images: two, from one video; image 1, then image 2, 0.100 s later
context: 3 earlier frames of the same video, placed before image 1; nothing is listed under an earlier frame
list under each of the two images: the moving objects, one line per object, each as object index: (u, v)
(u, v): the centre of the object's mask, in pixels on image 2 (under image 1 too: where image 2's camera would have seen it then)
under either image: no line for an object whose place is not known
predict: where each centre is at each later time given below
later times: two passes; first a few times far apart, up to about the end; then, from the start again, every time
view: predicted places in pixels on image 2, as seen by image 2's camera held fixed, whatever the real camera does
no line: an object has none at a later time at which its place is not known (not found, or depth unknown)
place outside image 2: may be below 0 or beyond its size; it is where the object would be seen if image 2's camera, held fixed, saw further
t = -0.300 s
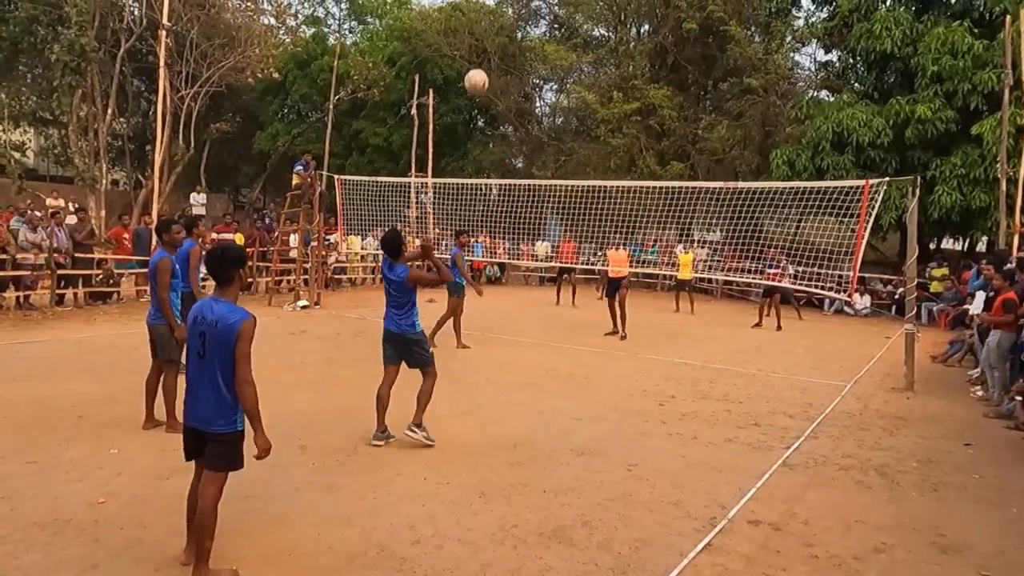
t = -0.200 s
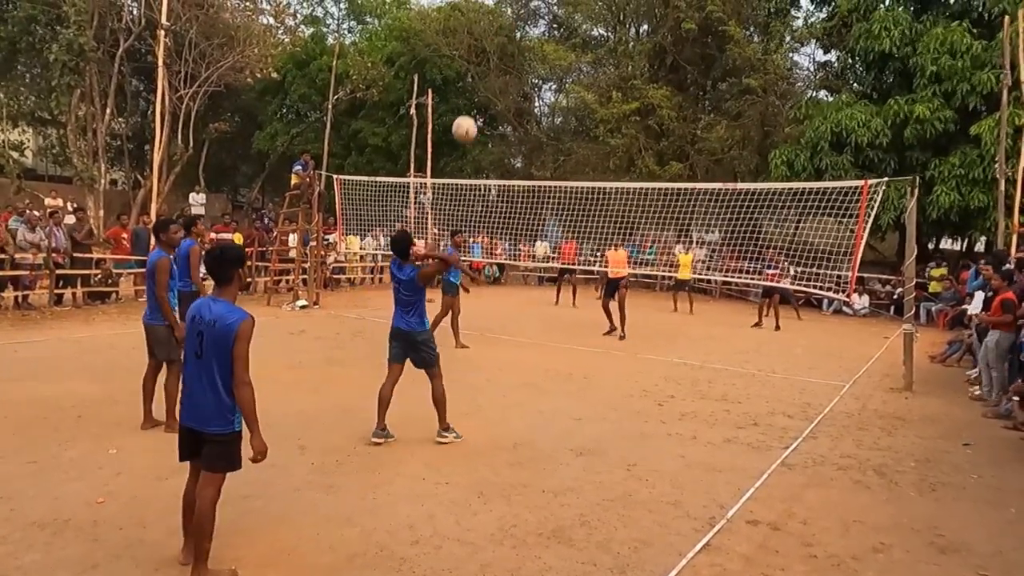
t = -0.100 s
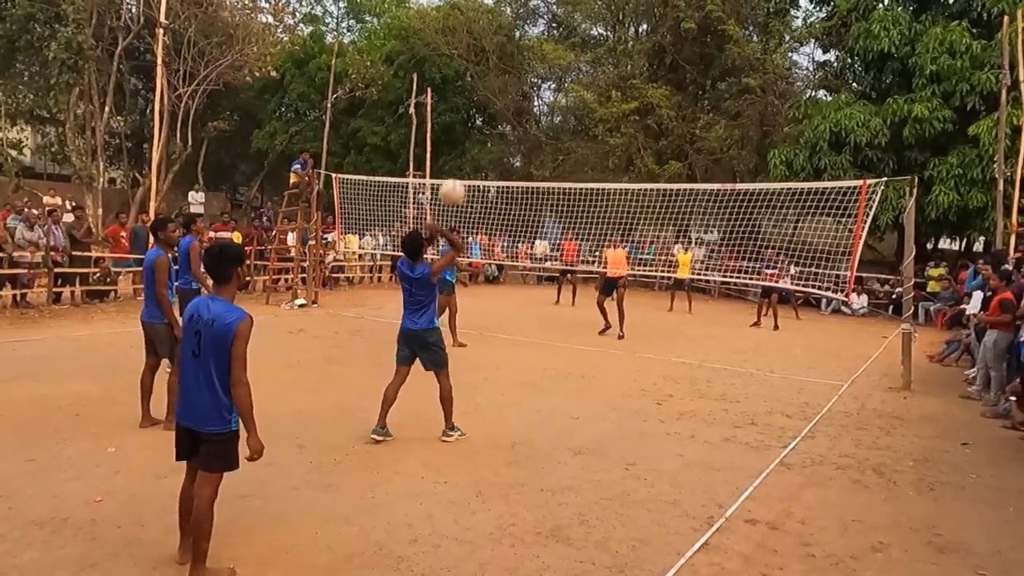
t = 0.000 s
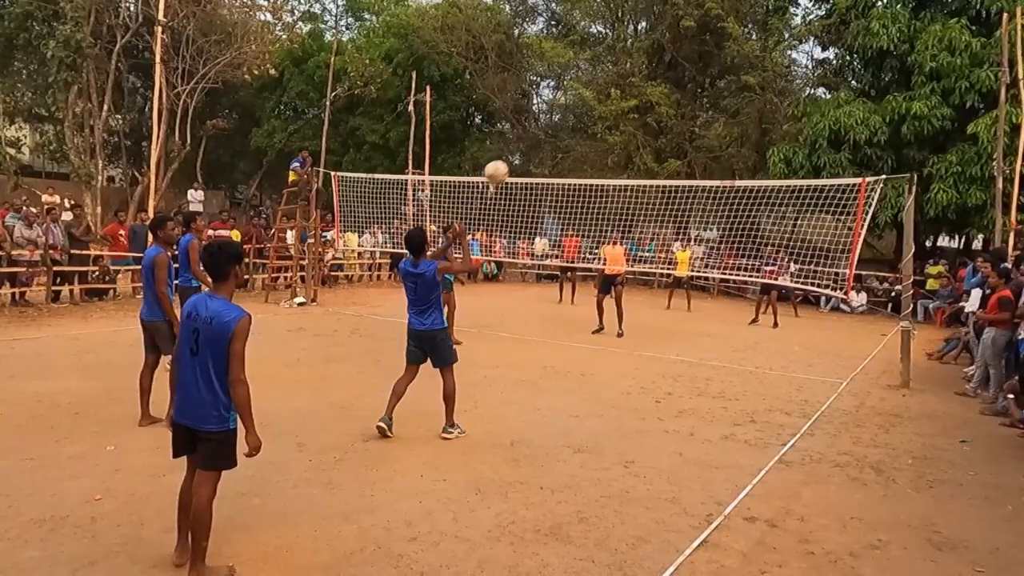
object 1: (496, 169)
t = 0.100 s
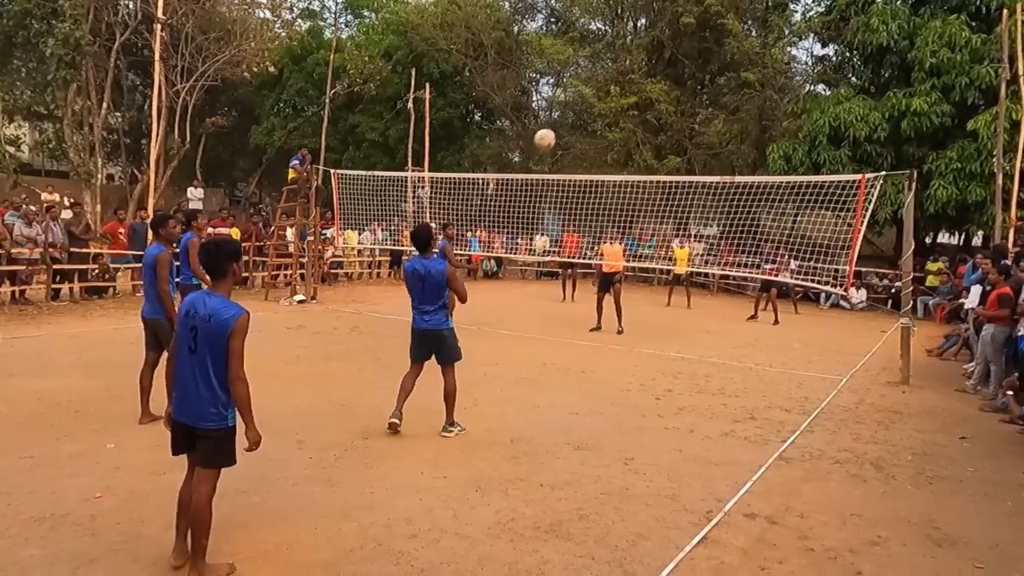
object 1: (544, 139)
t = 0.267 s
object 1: (602, 121)
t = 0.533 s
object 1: (659, 139)
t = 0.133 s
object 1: (558, 132)
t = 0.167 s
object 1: (570, 128)
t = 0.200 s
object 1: (582, 124)
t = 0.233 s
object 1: (593, 121)
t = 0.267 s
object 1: (602, 121)
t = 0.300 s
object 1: (612, 121)
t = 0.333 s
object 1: (620, 122)
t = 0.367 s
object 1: (628, 123)
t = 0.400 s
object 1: (635, 125)
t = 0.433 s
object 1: (642, 128)
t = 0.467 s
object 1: (648, 131)
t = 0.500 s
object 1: (654, 135)
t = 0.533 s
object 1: (659, 139)
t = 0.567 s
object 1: (664, 143)
